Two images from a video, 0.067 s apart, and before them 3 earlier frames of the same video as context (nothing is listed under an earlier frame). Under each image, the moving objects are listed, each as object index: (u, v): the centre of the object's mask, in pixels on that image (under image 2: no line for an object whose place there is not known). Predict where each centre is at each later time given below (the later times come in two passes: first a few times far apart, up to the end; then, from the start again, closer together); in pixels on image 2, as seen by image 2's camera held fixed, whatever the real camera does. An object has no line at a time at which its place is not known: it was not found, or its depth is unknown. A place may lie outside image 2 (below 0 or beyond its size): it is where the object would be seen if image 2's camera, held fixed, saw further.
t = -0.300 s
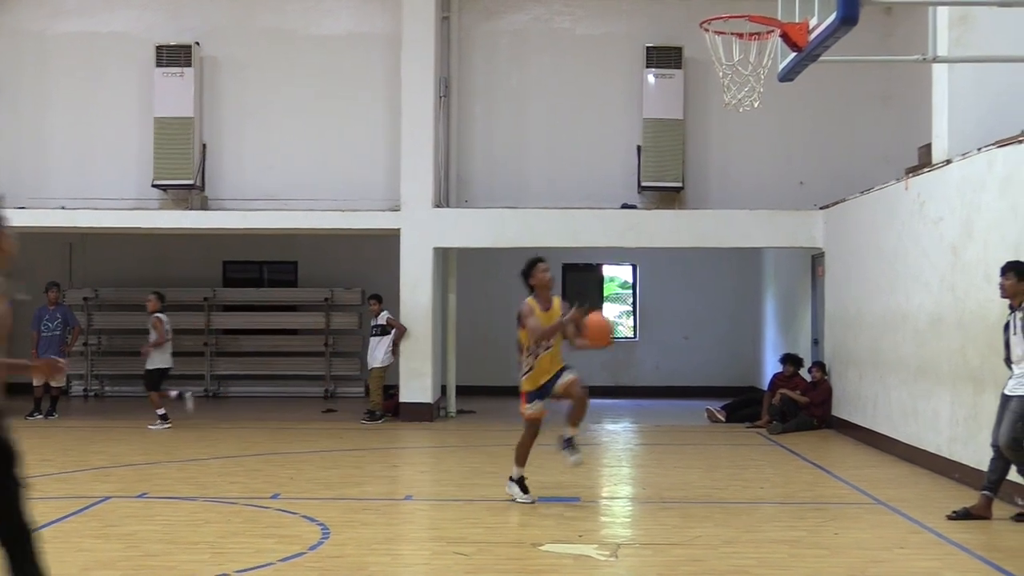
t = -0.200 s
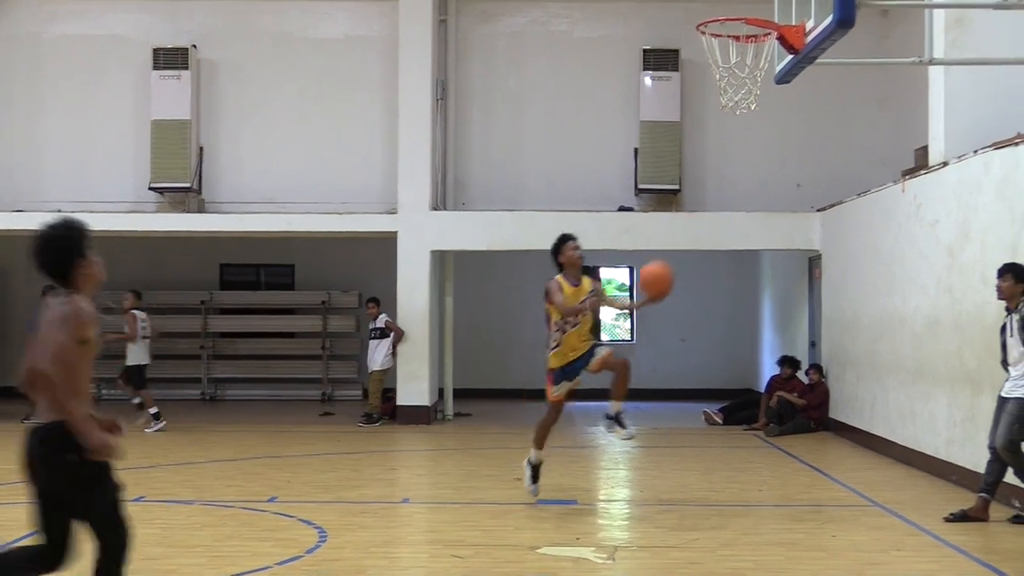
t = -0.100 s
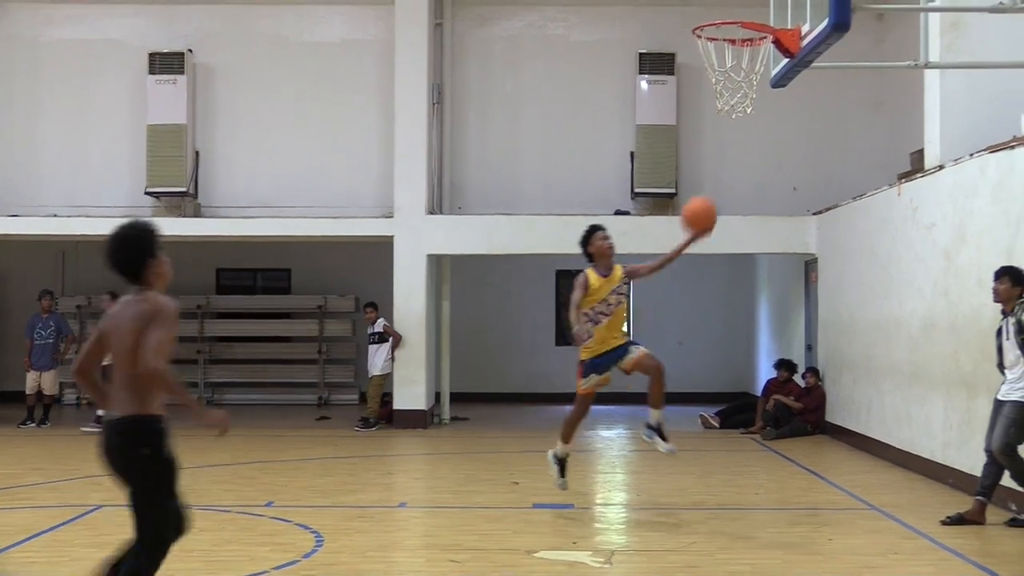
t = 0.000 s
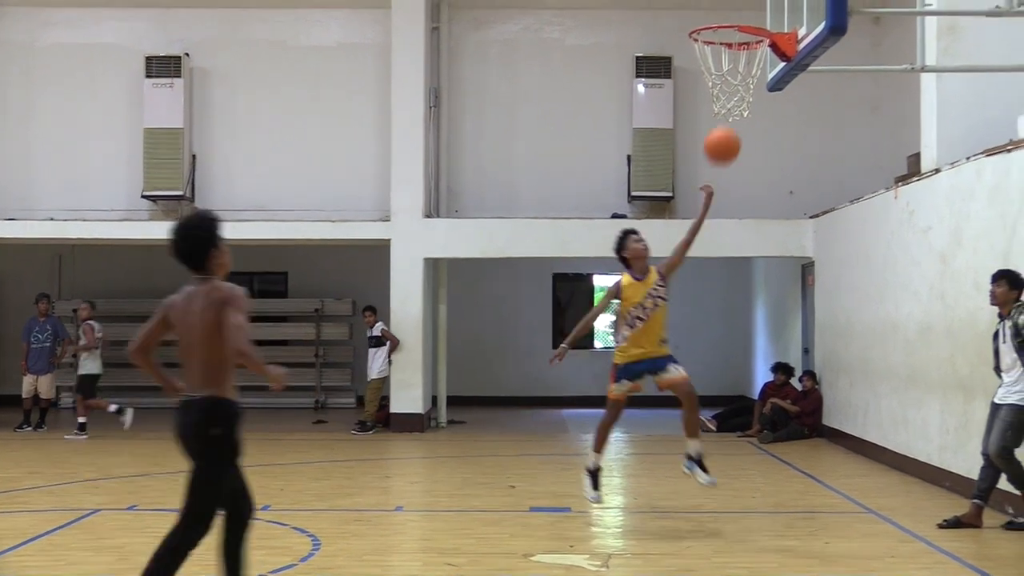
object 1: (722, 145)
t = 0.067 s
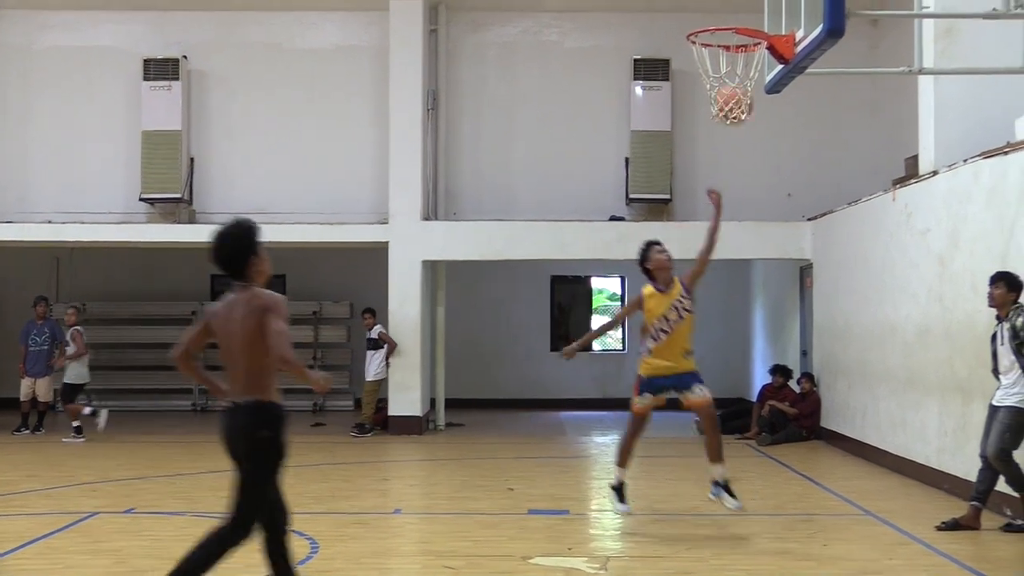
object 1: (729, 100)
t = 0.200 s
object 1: (761, 24)
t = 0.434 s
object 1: (724, 1)
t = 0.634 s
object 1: (704, 15)
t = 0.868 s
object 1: (735, 38)
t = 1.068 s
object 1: (742, 80)
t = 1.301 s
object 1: (736, 110)
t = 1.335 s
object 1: (734, 120)
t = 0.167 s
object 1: (748, 51)
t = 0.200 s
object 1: (761, 24)
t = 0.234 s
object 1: (753, 22)
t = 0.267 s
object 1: (750, 13)
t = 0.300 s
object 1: (744, 9)
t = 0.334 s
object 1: (739, 5)
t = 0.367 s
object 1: (734, 3)
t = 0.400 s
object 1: (729, 1)
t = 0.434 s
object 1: (724, 1)
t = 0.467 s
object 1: (718, 1)
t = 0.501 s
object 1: (713, 2)
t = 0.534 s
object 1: (708, 6)
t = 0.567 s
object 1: (701, 11)
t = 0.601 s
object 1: (698, 19)
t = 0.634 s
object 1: (704, 15)
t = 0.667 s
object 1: (709, 16)
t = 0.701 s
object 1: (715, 16)
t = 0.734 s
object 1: (720, 19)
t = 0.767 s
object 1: (725, 23)
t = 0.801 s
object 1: (731, 29)
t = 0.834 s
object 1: (734, 33)
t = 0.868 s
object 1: (735, 38)
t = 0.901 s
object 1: (735, 46)
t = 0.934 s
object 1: (738, 52)
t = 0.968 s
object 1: (738, 60)
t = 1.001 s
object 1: (739, 71)
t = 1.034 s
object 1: (740, 77)
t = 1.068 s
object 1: (742, 80)
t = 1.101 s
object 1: (743, 84)
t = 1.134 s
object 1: (741, 87)
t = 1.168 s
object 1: (741, 89)
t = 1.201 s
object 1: (740, 91)
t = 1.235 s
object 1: (739, 97)
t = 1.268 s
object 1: (738, 103)
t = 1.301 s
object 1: (736, 110)
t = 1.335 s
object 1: (734, 120)
